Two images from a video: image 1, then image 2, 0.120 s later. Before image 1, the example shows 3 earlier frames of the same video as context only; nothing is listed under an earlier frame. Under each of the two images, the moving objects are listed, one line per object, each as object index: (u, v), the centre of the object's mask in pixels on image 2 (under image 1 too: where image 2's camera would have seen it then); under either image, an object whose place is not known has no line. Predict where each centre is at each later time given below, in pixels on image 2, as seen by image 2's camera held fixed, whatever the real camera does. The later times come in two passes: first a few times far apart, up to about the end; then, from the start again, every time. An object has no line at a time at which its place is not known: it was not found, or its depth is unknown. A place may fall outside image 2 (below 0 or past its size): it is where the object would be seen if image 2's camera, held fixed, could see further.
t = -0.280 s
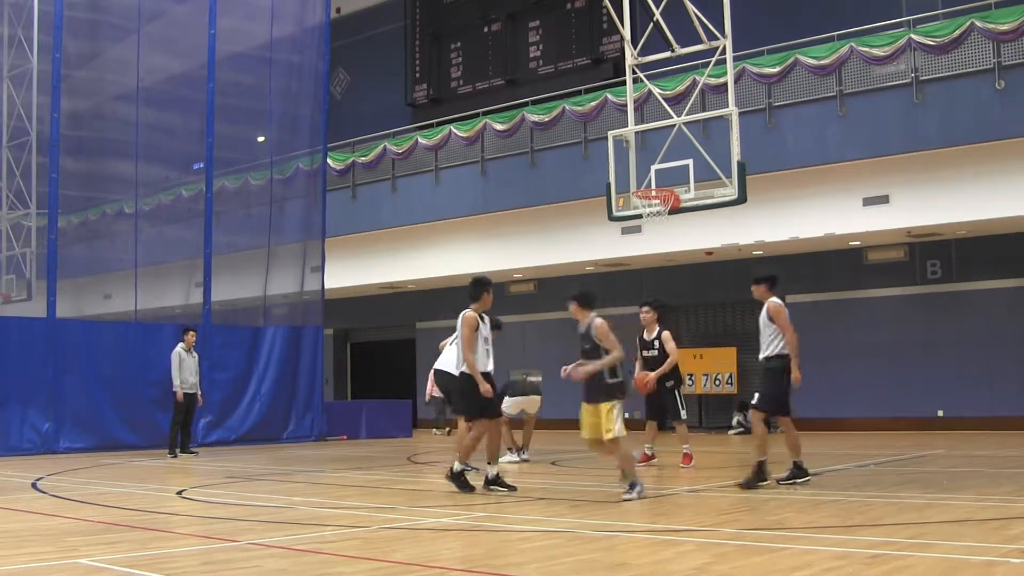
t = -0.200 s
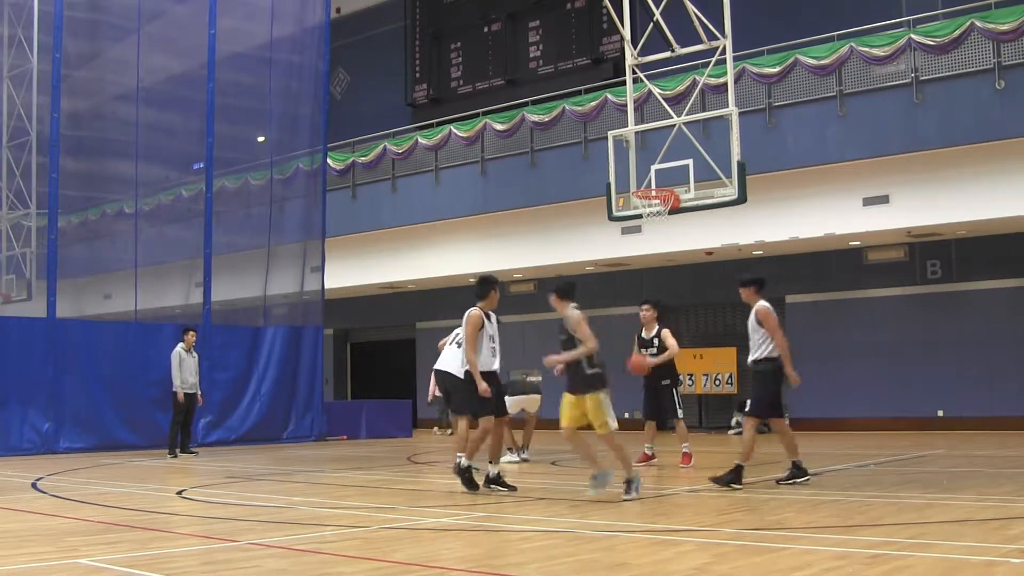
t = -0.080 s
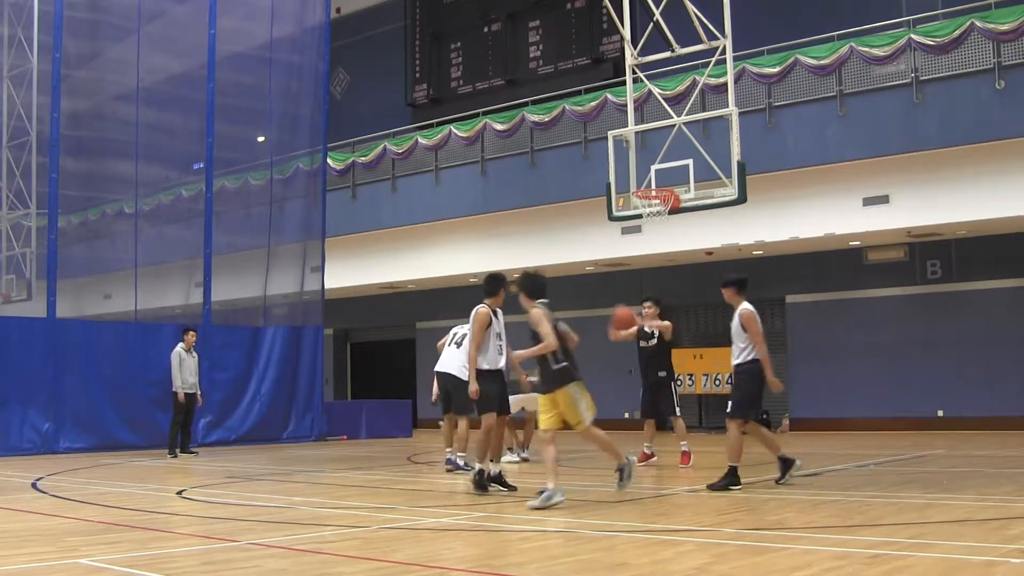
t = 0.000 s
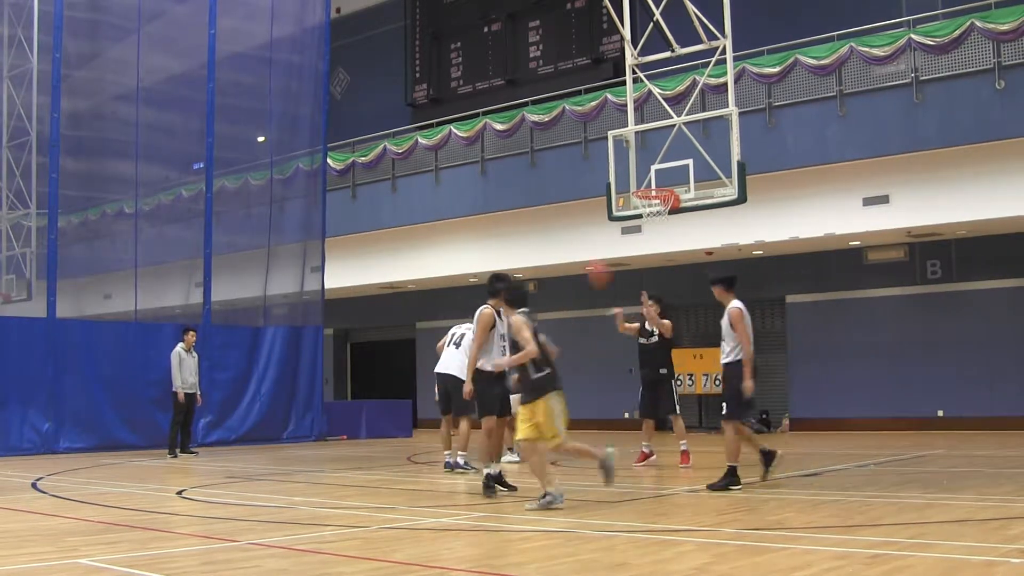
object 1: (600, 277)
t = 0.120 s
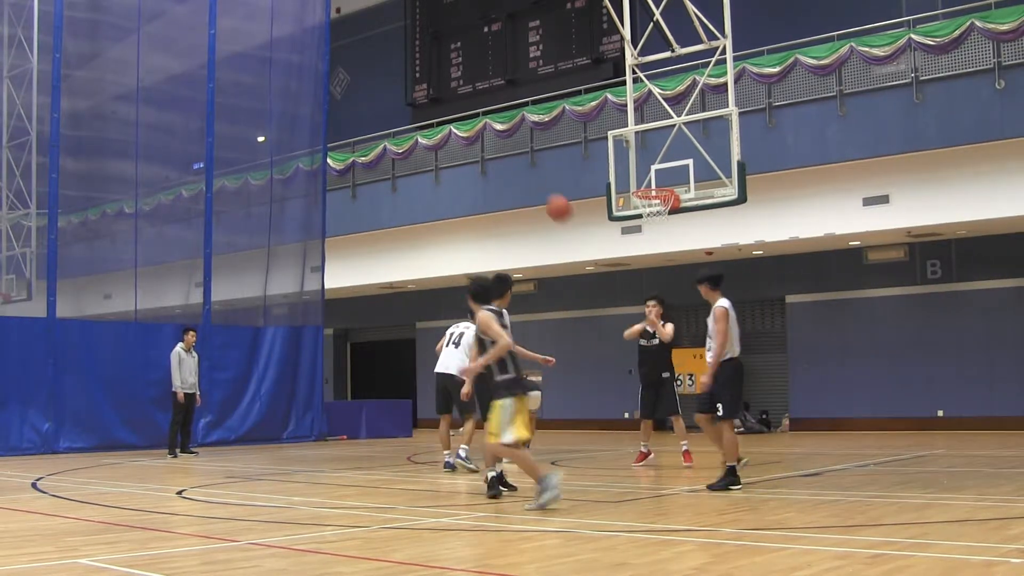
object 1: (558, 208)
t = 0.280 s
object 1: (501, 137)
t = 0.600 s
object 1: (366, 52)
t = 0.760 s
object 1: (283, 48)
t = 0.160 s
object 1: (545, 188)
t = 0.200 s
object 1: (532, 171)
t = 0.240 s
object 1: (516, 152)
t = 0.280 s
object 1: (501, 137)
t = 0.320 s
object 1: (486, 121)
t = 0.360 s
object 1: (470, 106)
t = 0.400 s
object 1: (454, 95)
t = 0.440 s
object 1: (438, 83)
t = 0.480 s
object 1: (420, 72)
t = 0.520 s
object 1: (403, 64)
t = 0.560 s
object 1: (385, 58)
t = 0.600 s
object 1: (366, 52)
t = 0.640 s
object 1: (346, 48)
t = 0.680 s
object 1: (327, 46)
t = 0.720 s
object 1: (305, 46)
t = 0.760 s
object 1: (283, 48)
